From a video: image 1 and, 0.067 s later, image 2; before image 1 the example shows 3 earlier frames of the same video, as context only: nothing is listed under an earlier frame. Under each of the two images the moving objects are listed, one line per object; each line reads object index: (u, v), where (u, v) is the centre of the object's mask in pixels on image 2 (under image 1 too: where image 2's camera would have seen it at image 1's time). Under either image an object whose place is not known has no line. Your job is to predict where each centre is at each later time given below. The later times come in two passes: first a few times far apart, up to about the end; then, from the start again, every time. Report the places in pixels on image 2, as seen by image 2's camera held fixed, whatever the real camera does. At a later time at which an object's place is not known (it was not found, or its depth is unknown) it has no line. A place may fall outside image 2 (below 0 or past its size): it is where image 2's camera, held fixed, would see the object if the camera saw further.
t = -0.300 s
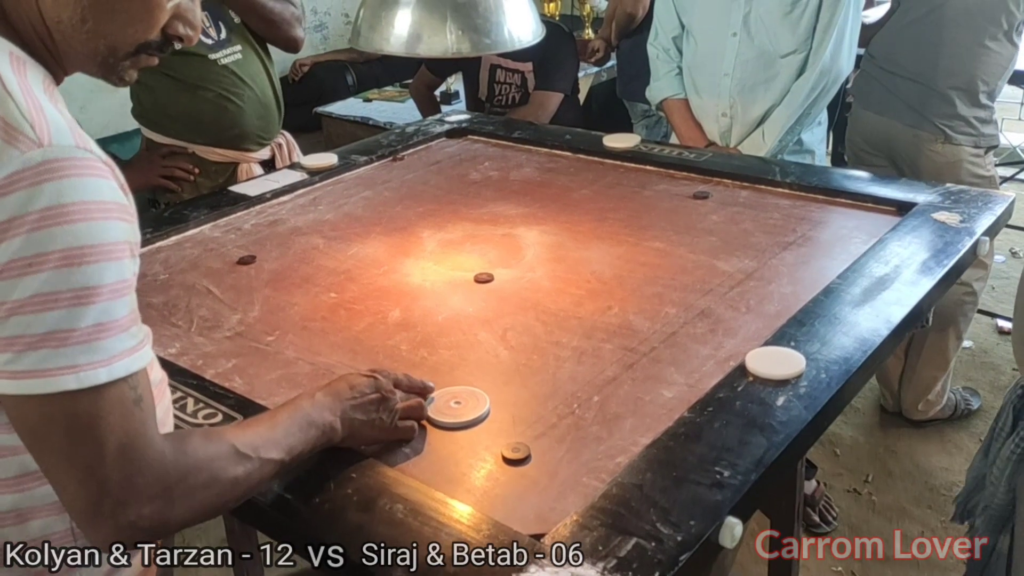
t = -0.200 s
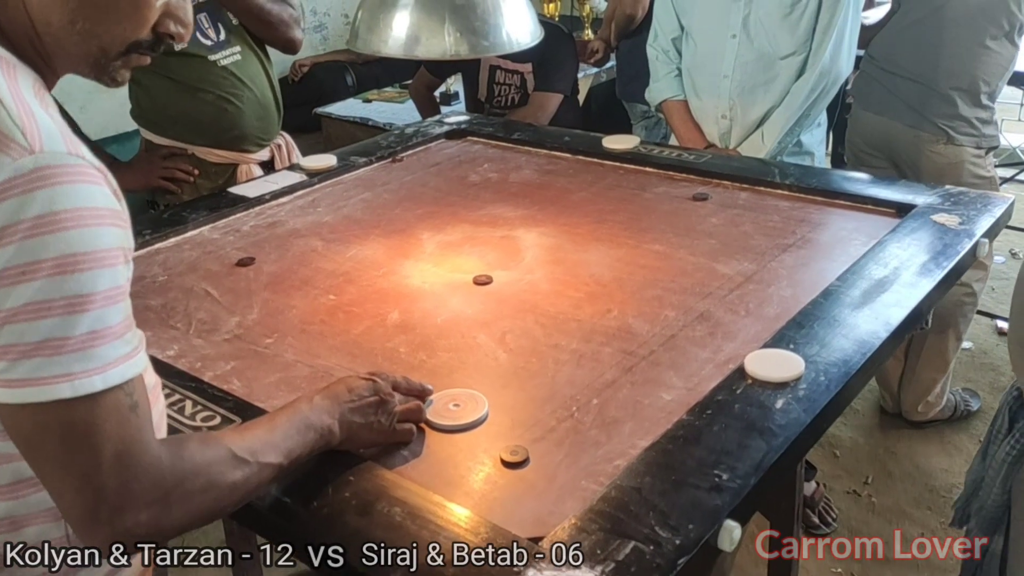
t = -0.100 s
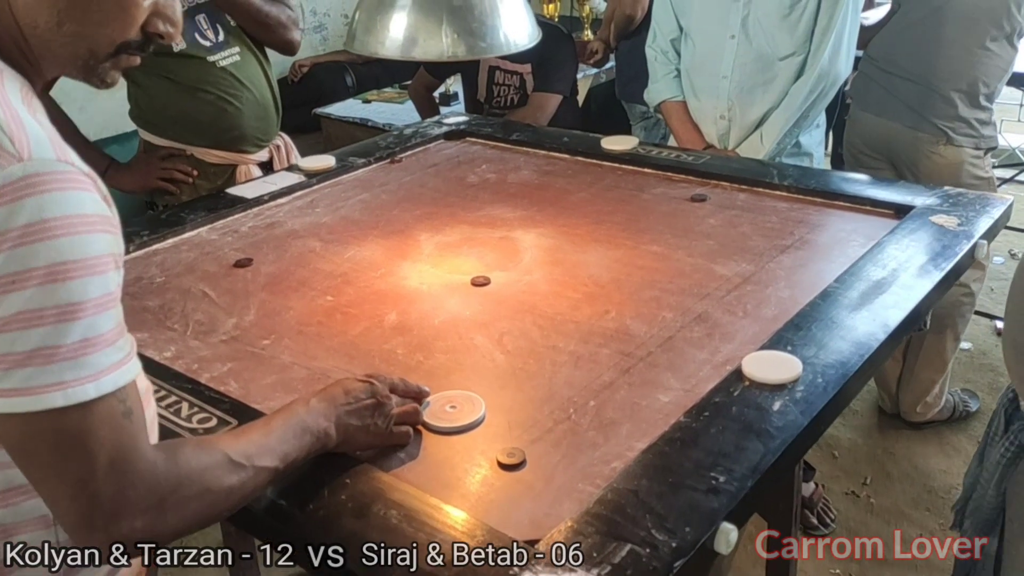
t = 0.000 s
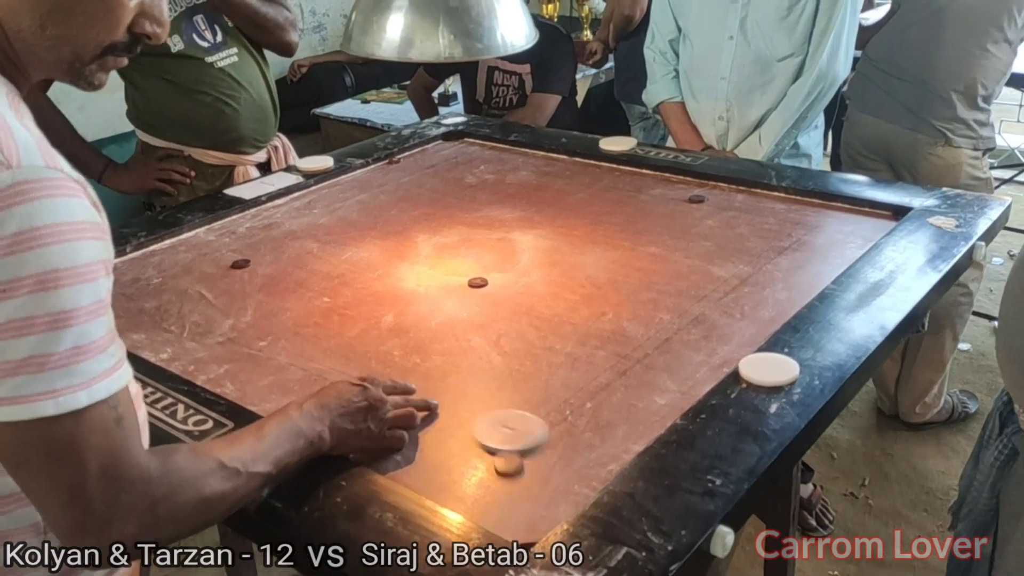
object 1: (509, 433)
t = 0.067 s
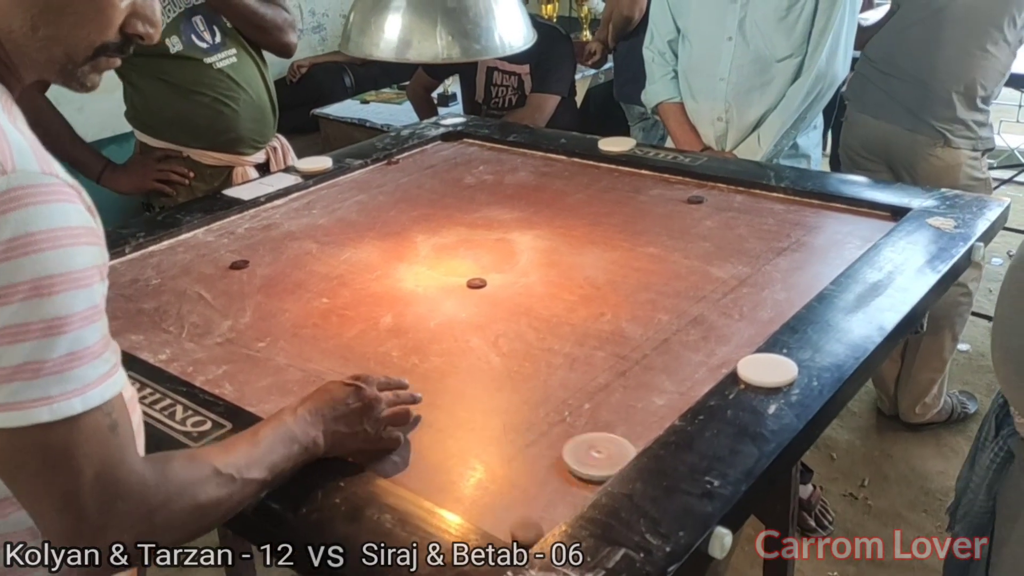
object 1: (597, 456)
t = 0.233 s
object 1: (470, 386)
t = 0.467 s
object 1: (345, 319)
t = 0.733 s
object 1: (254, 270)
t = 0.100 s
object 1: (571, 441)
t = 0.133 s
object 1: (543, 426)
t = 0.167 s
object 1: (517, 411)
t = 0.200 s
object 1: (493, 398)
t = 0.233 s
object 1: (470, 386)
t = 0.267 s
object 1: (449, 374)
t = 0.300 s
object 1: (429, 364)
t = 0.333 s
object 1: (410, 354)
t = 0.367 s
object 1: (392, 344)
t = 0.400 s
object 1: (375, 335)
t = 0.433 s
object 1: (360, 326)
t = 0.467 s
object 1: (345, 319)
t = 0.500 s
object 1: (331, 311)
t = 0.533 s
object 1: (318, 304)
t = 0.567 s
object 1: (305, 297)
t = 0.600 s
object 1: (293, 291)
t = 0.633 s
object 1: (282, 285)
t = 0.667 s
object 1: (271, 280)
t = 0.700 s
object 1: (262, 275)
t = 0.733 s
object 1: (254, 270)
